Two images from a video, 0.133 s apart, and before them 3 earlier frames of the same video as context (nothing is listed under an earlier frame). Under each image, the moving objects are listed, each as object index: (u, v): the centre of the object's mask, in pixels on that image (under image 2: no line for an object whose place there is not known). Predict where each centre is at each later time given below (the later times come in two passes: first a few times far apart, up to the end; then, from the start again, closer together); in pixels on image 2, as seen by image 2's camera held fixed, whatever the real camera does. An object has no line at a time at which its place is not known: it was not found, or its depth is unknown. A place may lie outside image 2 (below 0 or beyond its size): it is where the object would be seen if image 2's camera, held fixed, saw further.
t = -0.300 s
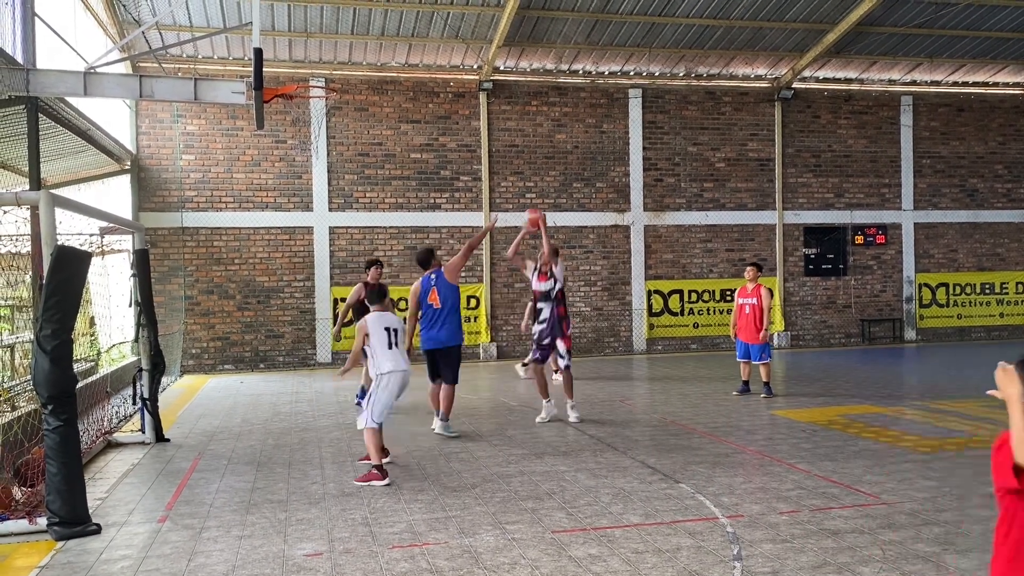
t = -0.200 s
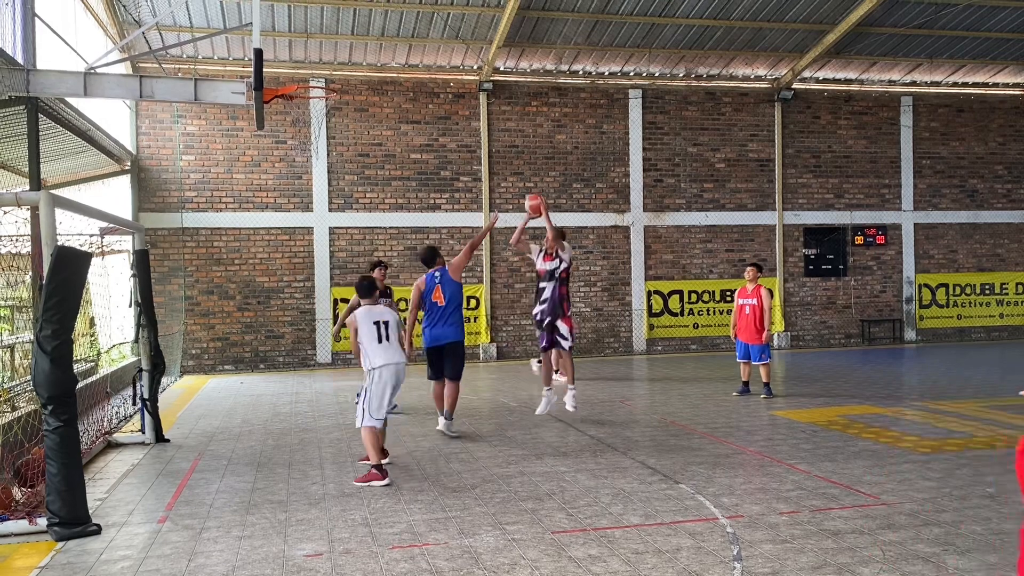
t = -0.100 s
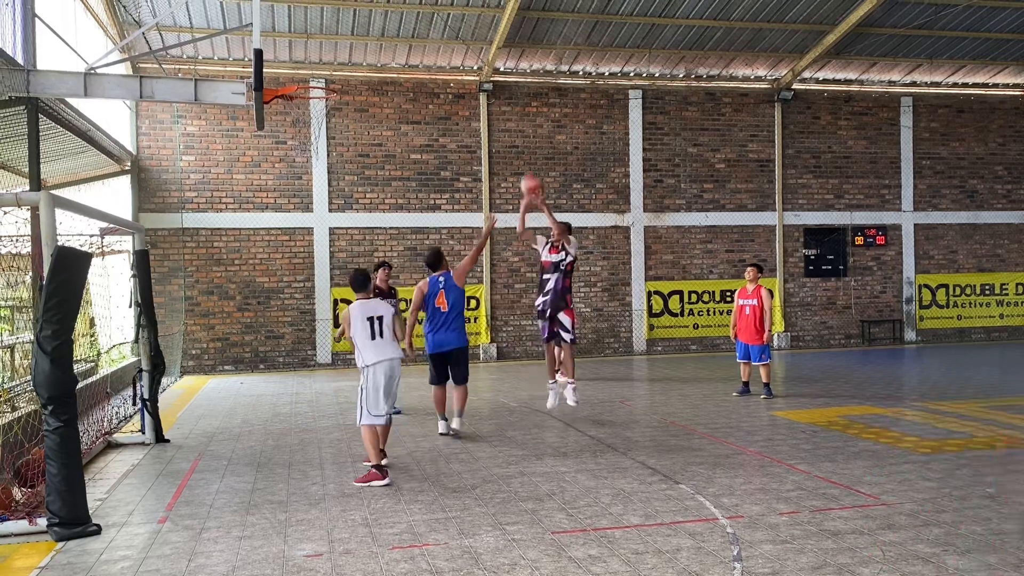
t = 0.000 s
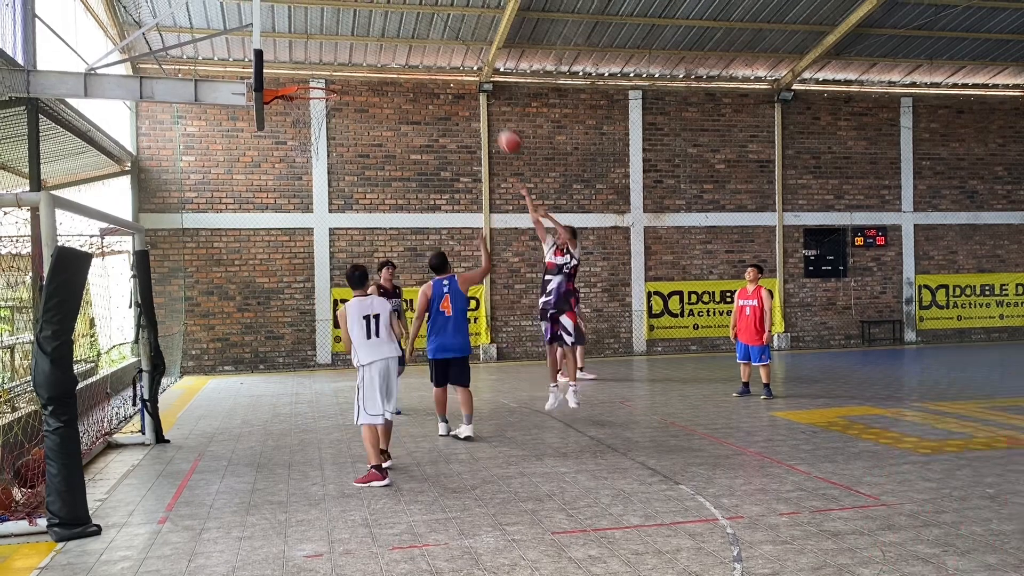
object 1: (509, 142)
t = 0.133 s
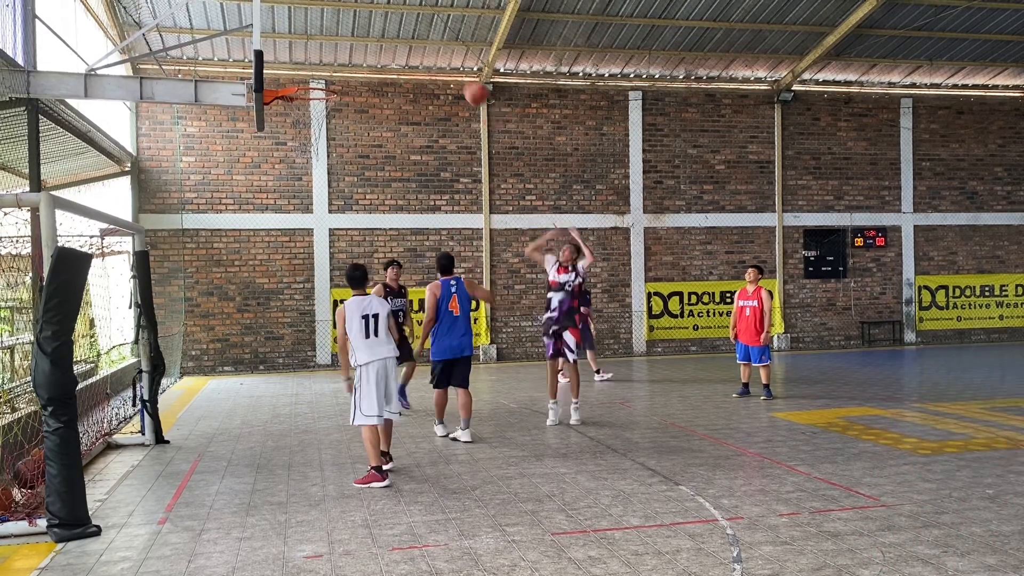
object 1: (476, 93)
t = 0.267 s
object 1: (440, 58)
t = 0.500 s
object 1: (374, 39)
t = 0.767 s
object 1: (300, 97)
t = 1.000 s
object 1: (338, 124)
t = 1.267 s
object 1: (336, 177)
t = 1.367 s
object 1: (336, 217)
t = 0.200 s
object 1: (458, 73)
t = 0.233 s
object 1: (449, 64)
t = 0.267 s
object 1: (440, 58)
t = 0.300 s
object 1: (432, 52)
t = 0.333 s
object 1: (422, 47)
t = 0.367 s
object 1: (413, 44)
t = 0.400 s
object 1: (403, 41)
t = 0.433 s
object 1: (393, 39)
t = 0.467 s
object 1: (383, 38)
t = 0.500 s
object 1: (374, 39)
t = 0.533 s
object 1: (363, 41)
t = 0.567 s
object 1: (355, 45)
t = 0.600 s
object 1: (344, 50)
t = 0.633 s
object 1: (333, 55)
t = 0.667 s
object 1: (324, 63)
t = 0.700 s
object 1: (313, 72)
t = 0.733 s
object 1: (303, 83)
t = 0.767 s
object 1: (300, 97)
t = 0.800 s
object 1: (308, 101)
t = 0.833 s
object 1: (321, 111)
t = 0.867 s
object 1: (333, 120)
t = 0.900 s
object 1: (339, 123)
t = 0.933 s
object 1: (339, 123)
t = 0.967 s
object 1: (339, 123)
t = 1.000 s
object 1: (338, 124)
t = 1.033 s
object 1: (338, 125)
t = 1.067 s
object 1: (337, 128)
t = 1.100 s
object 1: (337, 133)
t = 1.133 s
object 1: (337, 140)
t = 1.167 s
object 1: (336, 148)
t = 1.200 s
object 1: (336, 156)
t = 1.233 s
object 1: (336, 165)
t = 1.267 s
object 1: (336, 177)
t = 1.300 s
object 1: (336, 189)
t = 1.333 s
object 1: (336, 202)
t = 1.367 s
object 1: (336, 217)
